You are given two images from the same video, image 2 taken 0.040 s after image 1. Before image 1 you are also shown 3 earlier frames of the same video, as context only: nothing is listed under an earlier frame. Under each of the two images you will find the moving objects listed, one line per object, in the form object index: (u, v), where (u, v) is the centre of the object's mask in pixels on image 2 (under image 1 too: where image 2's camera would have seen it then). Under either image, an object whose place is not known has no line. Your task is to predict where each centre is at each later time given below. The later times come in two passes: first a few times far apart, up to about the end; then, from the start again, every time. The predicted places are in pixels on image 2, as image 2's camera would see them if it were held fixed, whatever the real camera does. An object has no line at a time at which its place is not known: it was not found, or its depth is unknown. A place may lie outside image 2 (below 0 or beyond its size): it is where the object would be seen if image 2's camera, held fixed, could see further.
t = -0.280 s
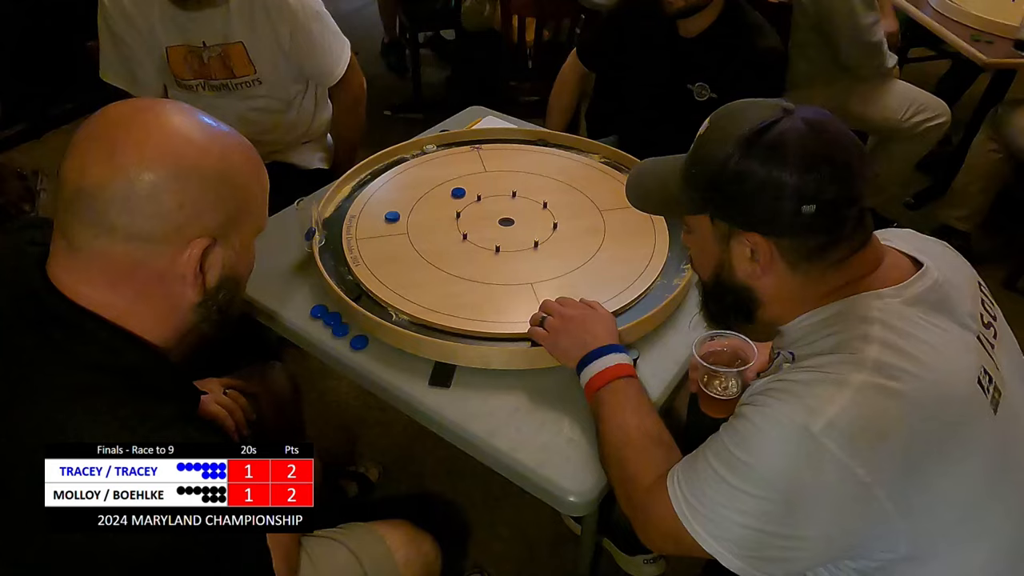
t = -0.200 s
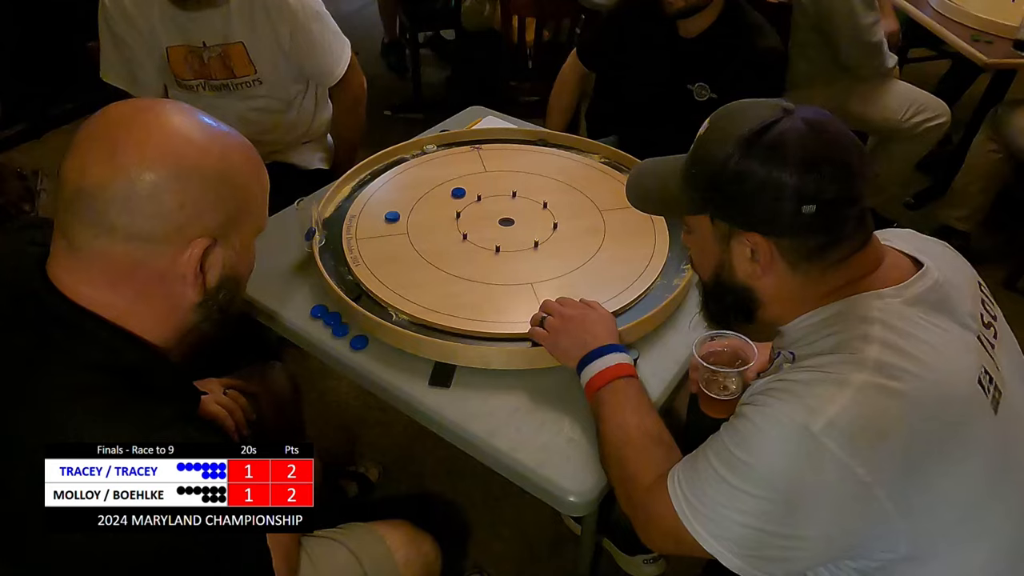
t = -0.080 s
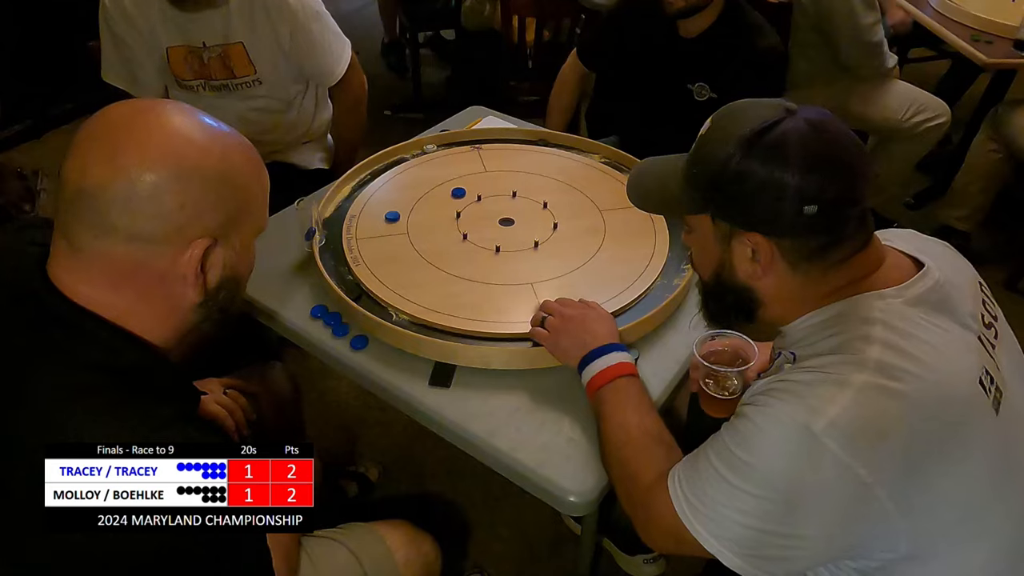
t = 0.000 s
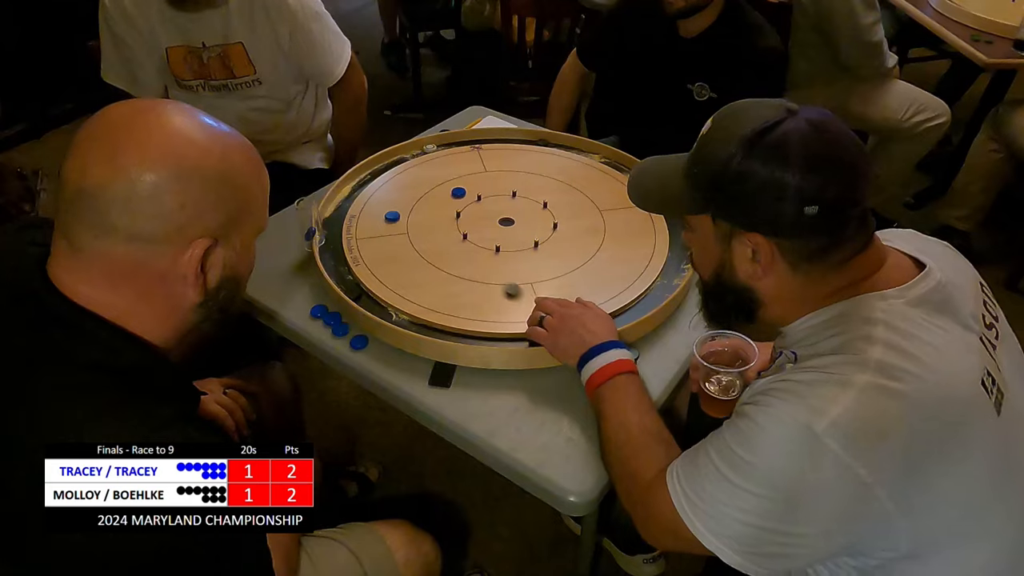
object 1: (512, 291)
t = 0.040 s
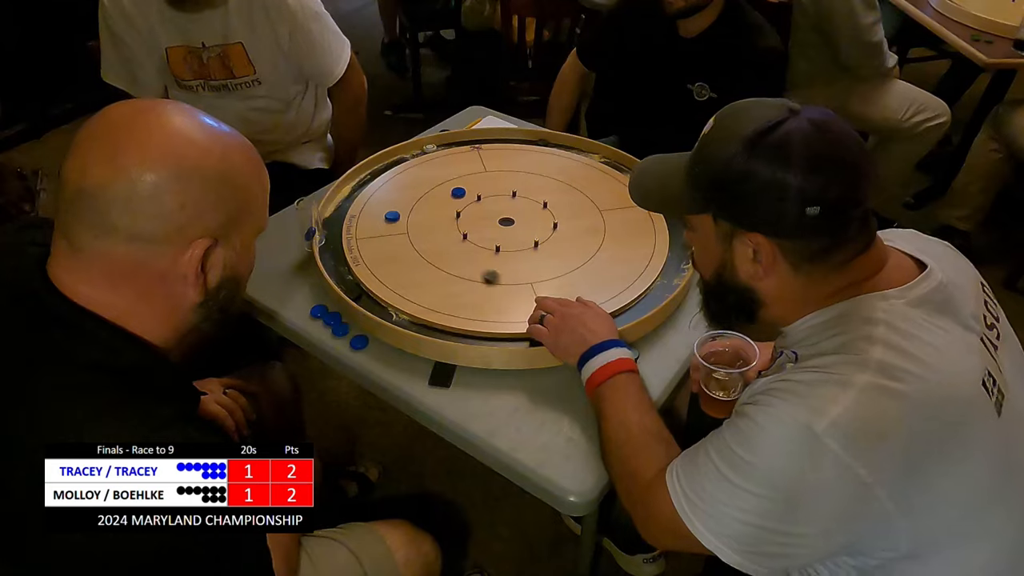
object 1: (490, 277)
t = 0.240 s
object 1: (417, 230)
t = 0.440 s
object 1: (403, 218)
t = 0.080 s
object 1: (477, 268)
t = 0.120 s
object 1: (457, 256)
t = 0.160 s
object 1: (445, 248)
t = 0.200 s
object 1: (433, 241)
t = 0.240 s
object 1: (417, 230)
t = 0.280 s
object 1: (407, 223)
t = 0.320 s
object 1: (403, 220)
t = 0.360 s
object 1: (403, 219)
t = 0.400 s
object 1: (403, 218)
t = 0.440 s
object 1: (403, 218)
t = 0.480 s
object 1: (402, 217)
